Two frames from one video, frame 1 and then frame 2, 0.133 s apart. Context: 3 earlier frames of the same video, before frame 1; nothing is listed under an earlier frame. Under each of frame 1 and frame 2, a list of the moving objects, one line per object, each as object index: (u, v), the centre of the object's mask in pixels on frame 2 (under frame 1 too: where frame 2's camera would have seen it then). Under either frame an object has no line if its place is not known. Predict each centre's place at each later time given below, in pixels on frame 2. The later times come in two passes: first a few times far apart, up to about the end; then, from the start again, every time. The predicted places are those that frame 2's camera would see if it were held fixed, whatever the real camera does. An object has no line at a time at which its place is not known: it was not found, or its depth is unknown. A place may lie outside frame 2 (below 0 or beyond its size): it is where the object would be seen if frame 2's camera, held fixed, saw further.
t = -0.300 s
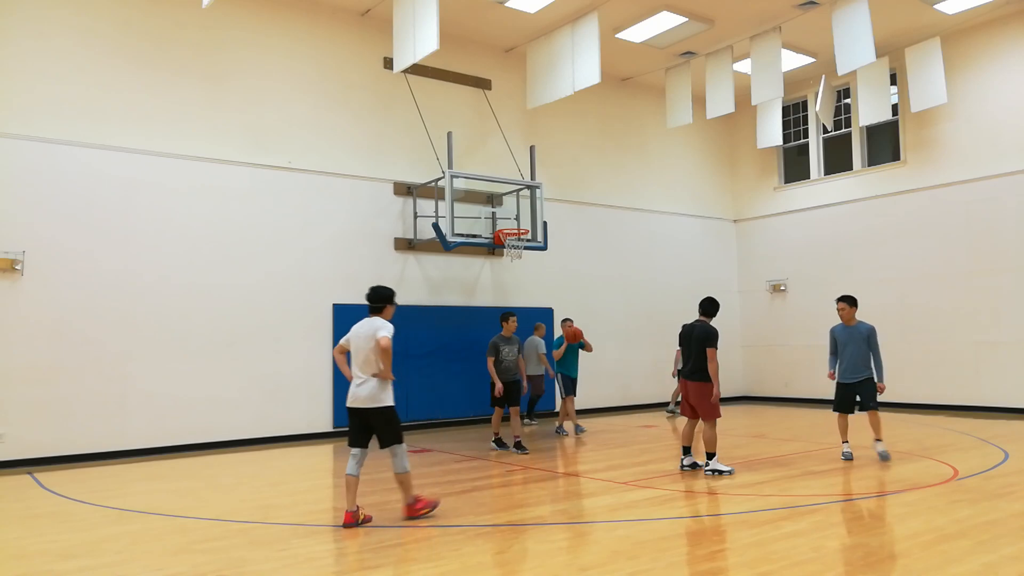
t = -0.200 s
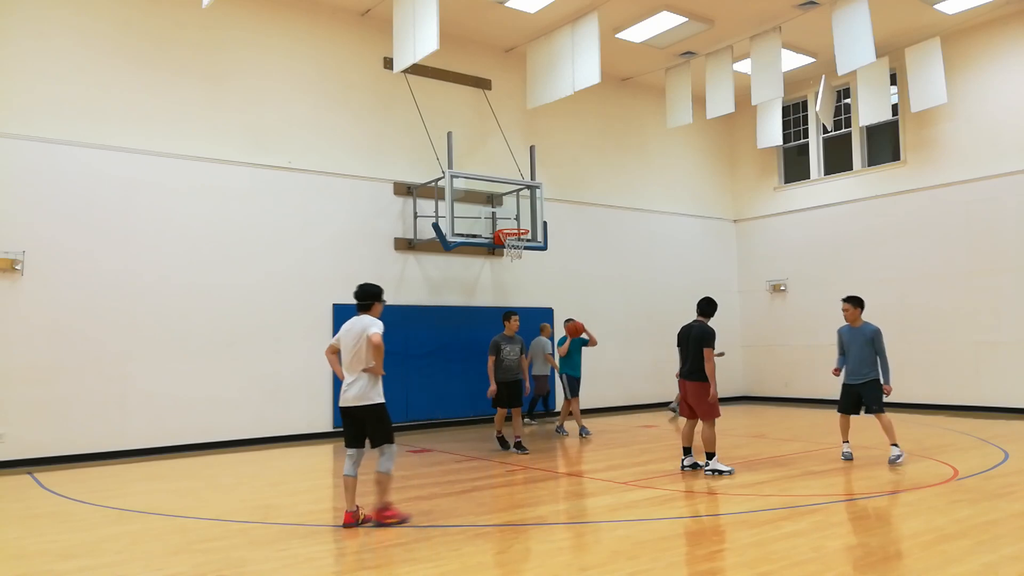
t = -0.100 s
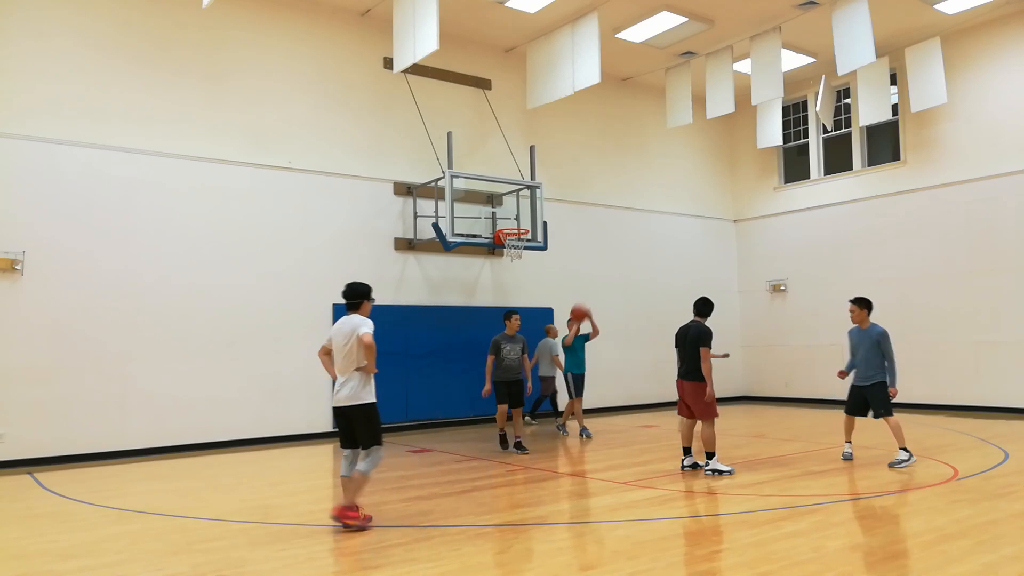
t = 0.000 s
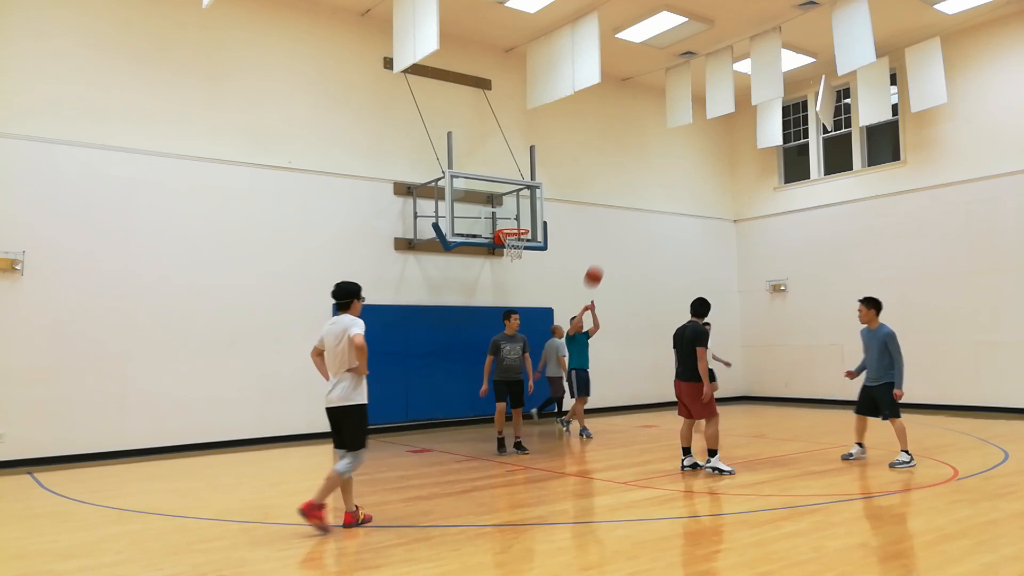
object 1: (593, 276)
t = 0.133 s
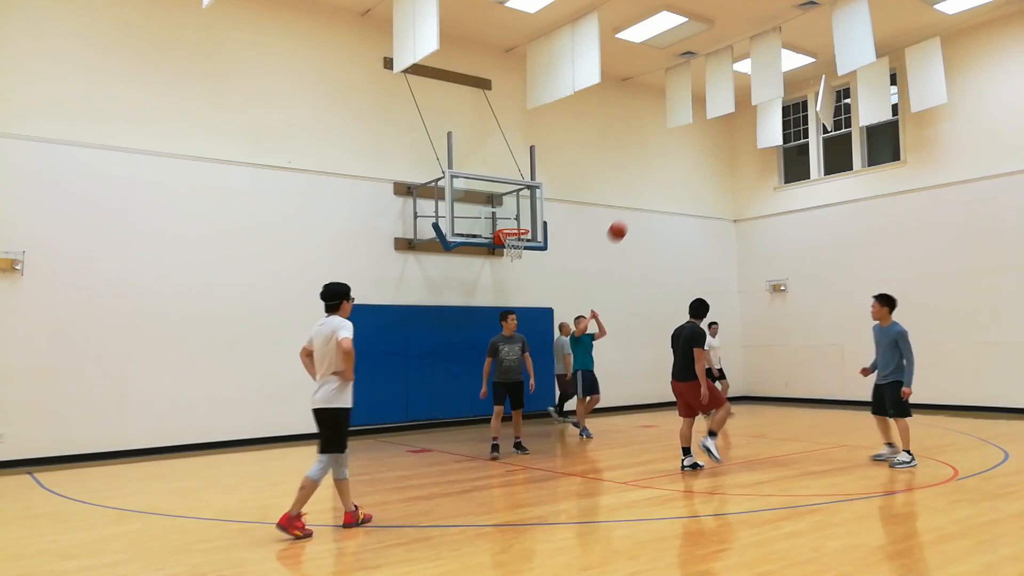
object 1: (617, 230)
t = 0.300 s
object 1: (650, 188)
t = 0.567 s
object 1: (712, 157)
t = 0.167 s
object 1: (623, 221)
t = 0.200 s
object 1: (630, 212)
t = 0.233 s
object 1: (636, 203)
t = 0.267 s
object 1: (643, 195)
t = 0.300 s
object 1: (650, 188)
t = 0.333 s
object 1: (657, 182)
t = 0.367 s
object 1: (664, 176)
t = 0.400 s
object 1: (672, 171)
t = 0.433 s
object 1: (679, 166)
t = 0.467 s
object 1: (687, 163)
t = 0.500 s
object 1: (695, 160)
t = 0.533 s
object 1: (703, 158)
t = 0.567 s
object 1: (712, 157)
